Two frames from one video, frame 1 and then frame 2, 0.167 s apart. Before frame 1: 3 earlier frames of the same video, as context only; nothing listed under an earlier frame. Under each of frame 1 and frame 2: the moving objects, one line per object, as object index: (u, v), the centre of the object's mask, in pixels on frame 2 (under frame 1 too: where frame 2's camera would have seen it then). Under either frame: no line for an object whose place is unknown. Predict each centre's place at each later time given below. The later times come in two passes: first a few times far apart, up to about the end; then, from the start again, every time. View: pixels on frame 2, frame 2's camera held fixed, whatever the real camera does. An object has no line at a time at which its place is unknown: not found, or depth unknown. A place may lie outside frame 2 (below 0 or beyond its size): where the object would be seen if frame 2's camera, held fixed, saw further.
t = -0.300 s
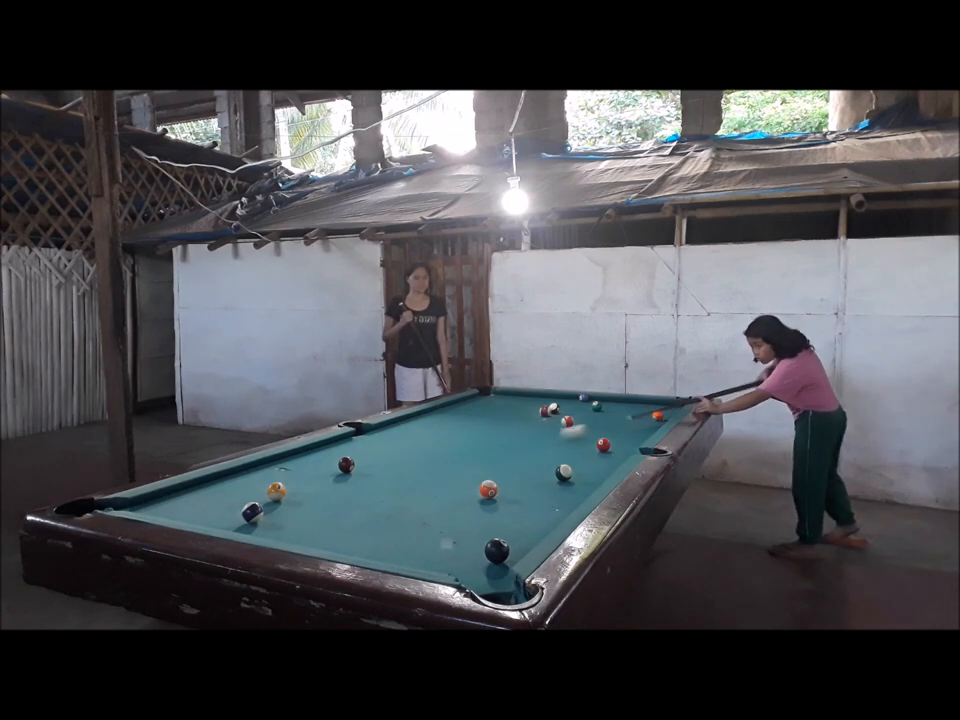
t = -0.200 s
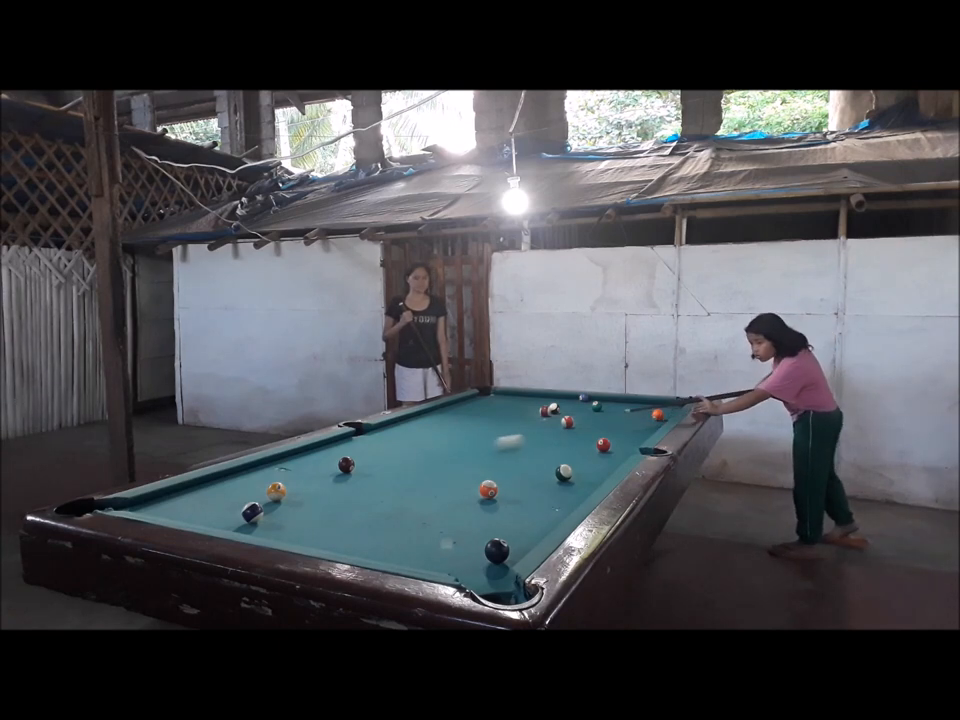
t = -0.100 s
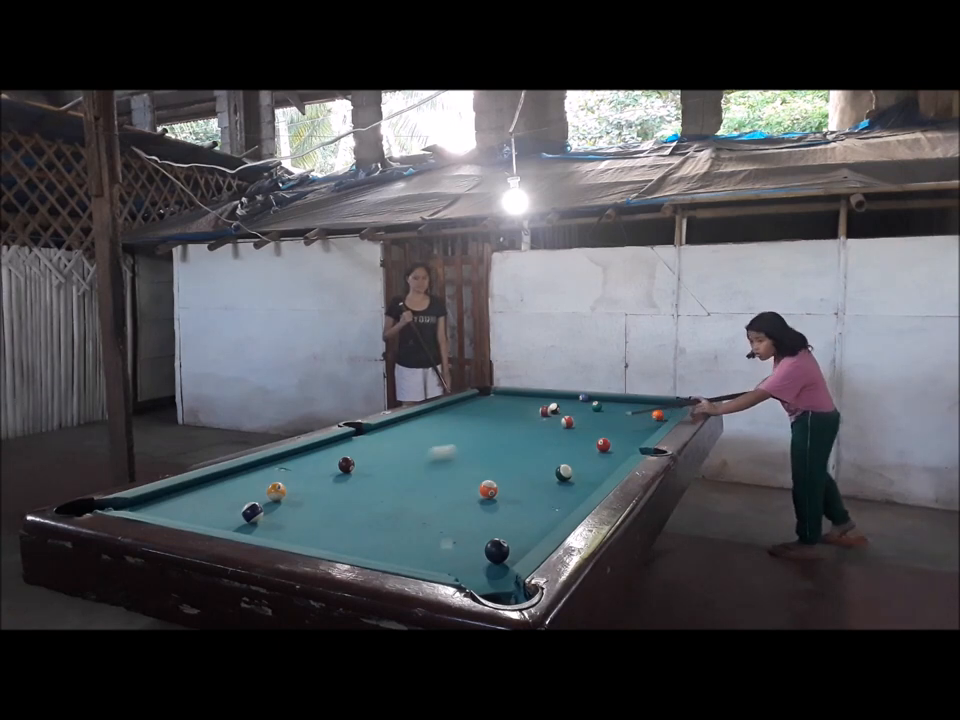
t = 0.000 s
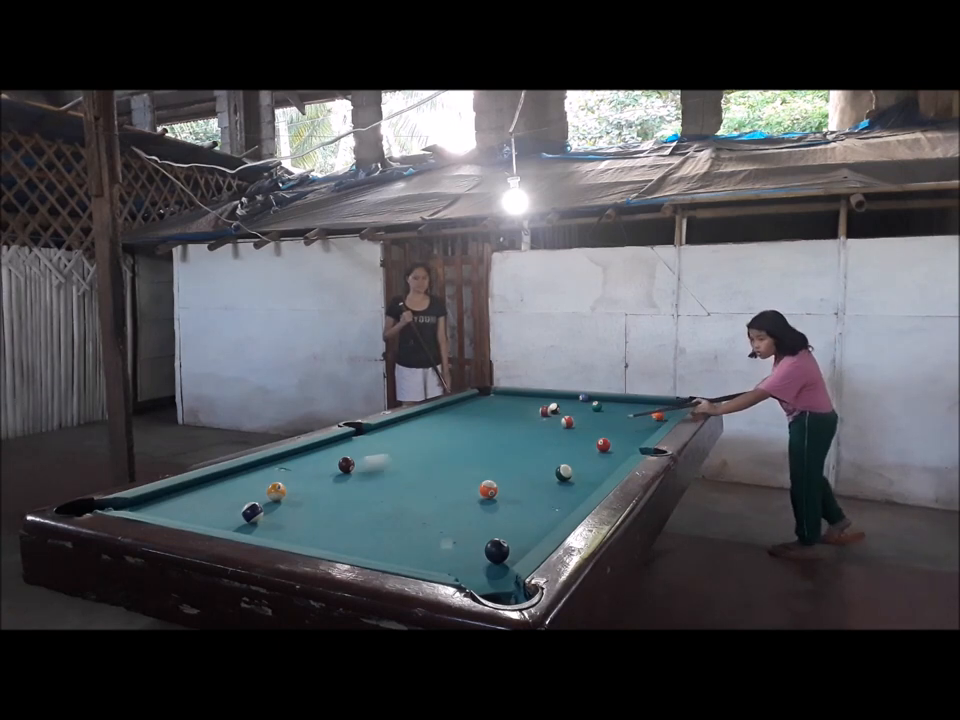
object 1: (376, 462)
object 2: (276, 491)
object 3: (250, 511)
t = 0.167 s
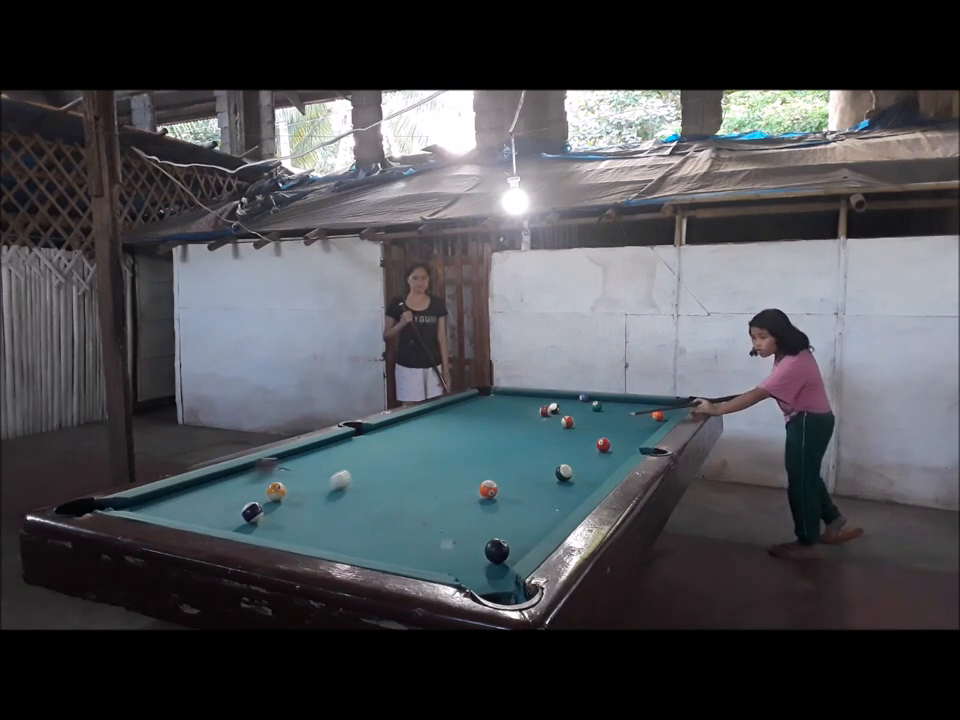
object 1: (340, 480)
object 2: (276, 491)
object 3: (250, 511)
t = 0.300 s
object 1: (302, 496)
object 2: (276, 491)
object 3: (249, 511)
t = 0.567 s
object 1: (265, 529)
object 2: (276, 495)
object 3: (205, 524)
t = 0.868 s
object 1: (318, 523)
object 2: (277, 512)
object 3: (201, 509)
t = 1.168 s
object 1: (368, 513)
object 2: (278, 530)
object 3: (214, 499)
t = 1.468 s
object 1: (412, 505)
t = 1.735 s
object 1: (446, 499)
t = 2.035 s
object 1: (479, 494)
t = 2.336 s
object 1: (497, 494)
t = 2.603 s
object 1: (511, 496)
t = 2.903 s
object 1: (525, 496)
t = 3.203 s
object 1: (537, 496)
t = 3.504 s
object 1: (545, 497)
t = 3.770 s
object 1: (550, 497)
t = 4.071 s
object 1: (552, 496)
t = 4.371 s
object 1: (551, 496)
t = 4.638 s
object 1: (551, 496)
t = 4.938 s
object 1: (551, 497)
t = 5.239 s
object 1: (551, 496)
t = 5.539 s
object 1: (551, 497)
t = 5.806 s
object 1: (551, 497)
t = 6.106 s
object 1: (551, 497)
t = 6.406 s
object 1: (551, 496)
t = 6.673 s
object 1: (551, 496)
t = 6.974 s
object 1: (551, 496)
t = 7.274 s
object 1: (551, 496)
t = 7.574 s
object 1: (551, 496)
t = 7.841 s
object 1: (552, 497)
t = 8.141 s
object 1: (552, 497)
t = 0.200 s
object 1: (332, 484)
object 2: (276, 491)
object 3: (250, 511)
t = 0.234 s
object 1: (323, 487)
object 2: (276, 491)
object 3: (250, 511)
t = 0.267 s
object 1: (313, 492)
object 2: (276, 491)
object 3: (249, 511)
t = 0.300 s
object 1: (302, 496)
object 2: (276, 491)
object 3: (249, 511)
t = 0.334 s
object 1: (292, 502)
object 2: (276, 491)
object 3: (250, 511)
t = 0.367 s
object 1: (282, 505)
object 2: (276, 490)
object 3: (250, 511)
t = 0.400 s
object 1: (274, 511)
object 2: (276, 491)
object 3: (246, 510)
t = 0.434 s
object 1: (273, 514)
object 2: (276, 491)
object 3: (234, 513)
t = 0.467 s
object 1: (272, 518)
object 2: (276, 491)
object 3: (224, 513)
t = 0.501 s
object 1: (270, 522)
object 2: (276, 491)
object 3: (212, 518)
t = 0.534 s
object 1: (268, 526)
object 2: (276, 493)
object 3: (203, 519)
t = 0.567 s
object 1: (265, 529)
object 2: (276, 495)
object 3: (205, 524)
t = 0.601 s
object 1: (264, 531)
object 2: (276, 497)
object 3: (191, 517)
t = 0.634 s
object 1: (272, 531)
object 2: (276, 499)
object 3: (191, 516)
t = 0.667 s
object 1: (279, 530)
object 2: (277, 501)
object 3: (192, 516)
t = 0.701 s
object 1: (286, 530)
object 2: (277, 502)
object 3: (194, 515)
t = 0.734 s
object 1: (292, 529)
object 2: (277, 504)
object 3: (196, 514)
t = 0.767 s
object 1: (299, 528)
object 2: (277, 506)
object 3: (196, 513)
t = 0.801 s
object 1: (305, 526)
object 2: (277, 508)
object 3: (198, 512)
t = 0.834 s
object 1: (312, 524)
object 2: (277, 510)
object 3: (200, 511)
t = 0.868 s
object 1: (318, 523)
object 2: (277, 512)
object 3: (201, 509)
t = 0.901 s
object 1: (324, 522)
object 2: (277, 514)
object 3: (203, 508)
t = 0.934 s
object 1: (330, 521)
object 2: (277, 516)
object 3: (205, 506)
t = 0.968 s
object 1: (335, 520)
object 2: (277, 518)
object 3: (205, 506)
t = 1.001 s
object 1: (341, 519)
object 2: (277, 521)
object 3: (207, 505)
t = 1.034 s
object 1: (347, 518)
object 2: (277, 522)
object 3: (208, 503)
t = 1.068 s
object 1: (352, 517)
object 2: (277, 525)
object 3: (210, 502)
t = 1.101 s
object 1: (358, 515)
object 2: (277, 527)
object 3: (211, 501)
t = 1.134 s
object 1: (363, 514)
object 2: (278, 528)
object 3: (213, 500)
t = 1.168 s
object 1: (368, 513)
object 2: (278, 530)
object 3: (214, 499)
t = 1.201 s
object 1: (374, 512)
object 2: (278, 532)
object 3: (215, 498)
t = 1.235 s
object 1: (379, 511)
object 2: (278, 533)
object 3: (217, 497)
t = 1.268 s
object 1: (384, 510)
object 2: (279, 534)
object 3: (218, 497)
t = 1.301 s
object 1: (388, 509)
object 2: (284, 534)
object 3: (219, 496)
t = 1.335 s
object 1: (393, 509)
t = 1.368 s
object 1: (398, 507)
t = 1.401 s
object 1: (403, 507)
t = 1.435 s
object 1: (407, 506)
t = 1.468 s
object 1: (412, 505)
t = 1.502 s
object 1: (417, 504)
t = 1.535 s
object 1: (421, 503)
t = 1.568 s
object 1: (425, 503)
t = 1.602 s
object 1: (429, 502)
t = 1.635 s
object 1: (434, 501)
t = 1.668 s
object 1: (437, 501)
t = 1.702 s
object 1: (442, 500)
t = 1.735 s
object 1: (446, 499)
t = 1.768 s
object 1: (450, 498)
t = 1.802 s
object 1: (454, 498)
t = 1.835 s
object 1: (458, 497)
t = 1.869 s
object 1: (461, 497)
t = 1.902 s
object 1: (466, 497)
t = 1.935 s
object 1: (469, 496)
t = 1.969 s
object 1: (473, 495)
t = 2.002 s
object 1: (476, 494)
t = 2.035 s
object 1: (479, 494)
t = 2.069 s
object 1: (481, 495)
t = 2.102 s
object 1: (483, 495)
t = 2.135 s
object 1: (485, 495)
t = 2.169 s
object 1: (487, 495)
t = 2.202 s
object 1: (489, 495)
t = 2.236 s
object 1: (491, 495)
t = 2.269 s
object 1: (493, 495)
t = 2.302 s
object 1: (495, 495)
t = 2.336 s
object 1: (497, 494)
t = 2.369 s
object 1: (499, 495)
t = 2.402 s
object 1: (501, 495)
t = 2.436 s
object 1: (503, 495)
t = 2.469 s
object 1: (504, 495)
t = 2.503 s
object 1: (506, 496)
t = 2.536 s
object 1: (508, 495)
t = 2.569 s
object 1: (509, 496)
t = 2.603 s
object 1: (511, 496)
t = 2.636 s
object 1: (513, 496)
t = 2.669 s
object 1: (515, 496)
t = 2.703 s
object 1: (516, 496)
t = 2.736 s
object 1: (518, 496)
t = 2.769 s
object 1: (519, 496)
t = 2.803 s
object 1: (521, 495)
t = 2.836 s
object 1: (522, 496)
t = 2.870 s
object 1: (524, 496)
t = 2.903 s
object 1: (525, 496)
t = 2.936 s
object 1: (527, 496)
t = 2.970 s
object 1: (528, 496)
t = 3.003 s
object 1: (529, 496)
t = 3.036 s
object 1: (531, 496)
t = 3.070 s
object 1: (532, 496)
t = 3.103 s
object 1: (533, 496)
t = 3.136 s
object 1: (534, 496)
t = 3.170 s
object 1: (535, 496)
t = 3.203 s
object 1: (537, 496)
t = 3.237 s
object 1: (538, 496)
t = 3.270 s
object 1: (539, 496)
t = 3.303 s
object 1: (540, 496)
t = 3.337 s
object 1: (541, 496)
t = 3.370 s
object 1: (541, 496)
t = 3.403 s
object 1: (542, 496)
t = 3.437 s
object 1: (543, 497)
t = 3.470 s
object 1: (544, 496)
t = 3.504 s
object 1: (545, 497)
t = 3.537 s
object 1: (546, 497)
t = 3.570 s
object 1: (546, 497)
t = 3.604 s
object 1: (547, 497)
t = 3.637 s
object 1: (547, 497)
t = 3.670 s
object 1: (548, 497)
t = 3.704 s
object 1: (549, 497)
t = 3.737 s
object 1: (549, 497)
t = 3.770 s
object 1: (550, 497)
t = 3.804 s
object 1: (550, 497)
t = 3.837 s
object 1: (551, 496)
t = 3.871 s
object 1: (551, 496)
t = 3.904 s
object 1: (551, 496)
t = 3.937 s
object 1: (551, 496)
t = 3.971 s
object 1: (552, 496)
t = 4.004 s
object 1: (552, 496)
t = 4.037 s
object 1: (552, 496)
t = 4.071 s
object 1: (552, 496)
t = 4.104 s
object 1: (552, 496)
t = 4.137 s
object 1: (552, 496)
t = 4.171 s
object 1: (552, 496)
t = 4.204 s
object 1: (552, 496)
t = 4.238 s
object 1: (552, 496)
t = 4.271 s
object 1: (551, 496)
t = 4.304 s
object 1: (551, 496)
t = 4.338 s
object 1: (551, 496)
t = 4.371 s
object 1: (551, 496)
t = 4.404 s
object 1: (551, 496)
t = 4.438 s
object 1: (551, 496)
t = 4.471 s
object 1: (551, 496)
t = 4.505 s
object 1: (551, 496)
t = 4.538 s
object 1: (551, 496)
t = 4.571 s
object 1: (551, 496)
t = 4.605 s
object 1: (551, 496)
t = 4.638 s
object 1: (551, 496)
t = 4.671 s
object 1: (551, 496)
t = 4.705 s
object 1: (551, 496)
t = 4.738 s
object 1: (551, 496)
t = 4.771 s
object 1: (551, 496)
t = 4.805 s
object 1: (551, 496)
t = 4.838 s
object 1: (551, 496)
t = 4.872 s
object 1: (551, 496)
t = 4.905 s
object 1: (551, 496)
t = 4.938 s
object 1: (551, 497)
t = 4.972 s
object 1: (551, 496)
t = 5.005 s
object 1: (551, 497)
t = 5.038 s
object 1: (551, 496)
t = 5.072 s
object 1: (551, 496)
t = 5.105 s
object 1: (551, 497)
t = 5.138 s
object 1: (551, 496)
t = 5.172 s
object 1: (551, 496)
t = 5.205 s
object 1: (551, 496)
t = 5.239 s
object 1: (551, 496)
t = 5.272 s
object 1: (551, 496)
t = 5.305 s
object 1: (551, 496)
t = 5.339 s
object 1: (551, 496)
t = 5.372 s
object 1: (551, 496)
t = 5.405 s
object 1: (551, 496)
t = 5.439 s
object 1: (551, 496)
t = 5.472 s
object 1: (551, 496)
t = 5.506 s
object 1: (551, 497)
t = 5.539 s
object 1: (551, 497)
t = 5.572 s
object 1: (551, 497)
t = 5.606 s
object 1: (551, 497)
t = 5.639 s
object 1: (551, 497)
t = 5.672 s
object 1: (551, 497)
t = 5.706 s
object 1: (551, 497)
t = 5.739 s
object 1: (551, 497)
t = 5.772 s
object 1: (551, 496)
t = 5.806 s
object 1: (551, 497)
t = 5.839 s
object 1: (551, 497)
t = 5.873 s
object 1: (551, 496)
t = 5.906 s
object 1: (551, 497)
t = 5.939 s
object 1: (551, 496)
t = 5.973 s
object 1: (551, 497)
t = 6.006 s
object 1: (551, 497)
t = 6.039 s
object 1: (551, 497)
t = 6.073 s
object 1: (551, 497)
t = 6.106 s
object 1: (551, 497)
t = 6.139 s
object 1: (551, 496)
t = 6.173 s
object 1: (551, 497)
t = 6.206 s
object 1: (551, 496)
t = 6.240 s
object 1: (551, 497)
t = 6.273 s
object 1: (551, 496)
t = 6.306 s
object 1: (551, 497)
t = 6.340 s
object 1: (551, 496)
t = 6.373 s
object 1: (551, 496)
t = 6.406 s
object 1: (551, 496)
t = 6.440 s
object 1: (551, 496)
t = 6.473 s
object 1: (551, 496)
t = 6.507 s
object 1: (551, 496)
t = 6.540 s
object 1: (551, 496)
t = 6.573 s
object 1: (551, 496)
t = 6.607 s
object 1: (551, 496)
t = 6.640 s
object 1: (551, 496)
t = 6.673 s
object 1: (551, 496)
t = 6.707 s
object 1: (551, 496)
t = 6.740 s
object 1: (551, 496)
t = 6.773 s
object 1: (551, 496)
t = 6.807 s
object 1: (551, 496)
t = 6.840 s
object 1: (551, 496)
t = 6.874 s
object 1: (551, 496)
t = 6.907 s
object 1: (551, 496)
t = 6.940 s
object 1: (551, 496)
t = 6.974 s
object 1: (551, 496)
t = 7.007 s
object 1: (551, 496)
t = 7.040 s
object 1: (551, 496)
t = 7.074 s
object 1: (551, 496)
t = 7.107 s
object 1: (551, 496)
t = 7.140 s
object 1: (551, 496)
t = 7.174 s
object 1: (551, 496)
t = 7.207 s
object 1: (551, 496)
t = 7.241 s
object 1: (551, 496)
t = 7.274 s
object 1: (551, 496)
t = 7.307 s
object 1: (551, 496)
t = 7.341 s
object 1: (551, 496)
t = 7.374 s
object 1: (551, 496)
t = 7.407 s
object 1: (551, 496)
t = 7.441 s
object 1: (551, 496)
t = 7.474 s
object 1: (551, 496)
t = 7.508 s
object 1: (551, 496)
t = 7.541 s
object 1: (551, 496)
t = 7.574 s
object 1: (551, 496)
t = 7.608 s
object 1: (551, 496)
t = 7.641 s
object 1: (551, 496)
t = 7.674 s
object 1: (551, 496)
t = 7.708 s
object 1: (551, 496)
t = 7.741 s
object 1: (551, 496)
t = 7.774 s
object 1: (551, 497)
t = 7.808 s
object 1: (552, 497)
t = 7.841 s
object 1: (552, 497)
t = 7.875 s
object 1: (551, 497)
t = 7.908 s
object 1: (551, 497)
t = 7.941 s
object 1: (552, 497)
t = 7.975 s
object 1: (552, 497)
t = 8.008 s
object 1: (552, 497)
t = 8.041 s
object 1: (552, 497)
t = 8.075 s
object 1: (552, 497)
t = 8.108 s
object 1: (552, 497)
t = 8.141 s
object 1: (552, 497)
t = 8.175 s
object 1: (552, 497)
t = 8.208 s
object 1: (552, 497)
